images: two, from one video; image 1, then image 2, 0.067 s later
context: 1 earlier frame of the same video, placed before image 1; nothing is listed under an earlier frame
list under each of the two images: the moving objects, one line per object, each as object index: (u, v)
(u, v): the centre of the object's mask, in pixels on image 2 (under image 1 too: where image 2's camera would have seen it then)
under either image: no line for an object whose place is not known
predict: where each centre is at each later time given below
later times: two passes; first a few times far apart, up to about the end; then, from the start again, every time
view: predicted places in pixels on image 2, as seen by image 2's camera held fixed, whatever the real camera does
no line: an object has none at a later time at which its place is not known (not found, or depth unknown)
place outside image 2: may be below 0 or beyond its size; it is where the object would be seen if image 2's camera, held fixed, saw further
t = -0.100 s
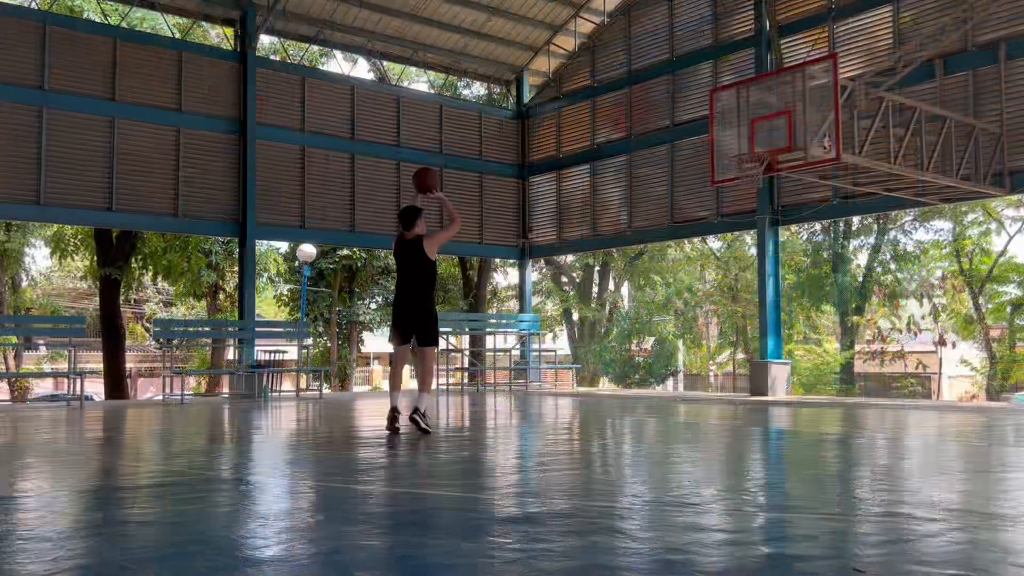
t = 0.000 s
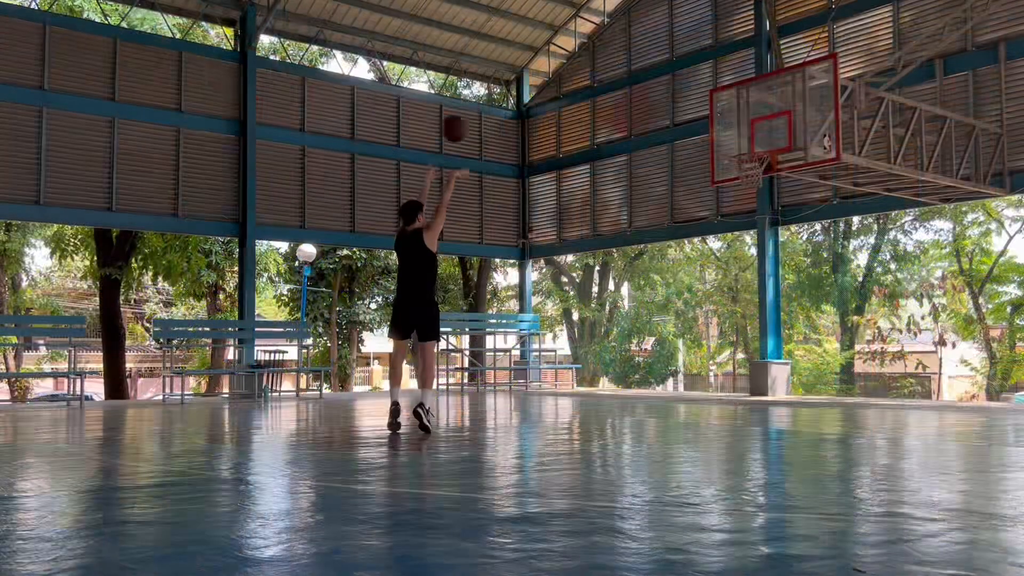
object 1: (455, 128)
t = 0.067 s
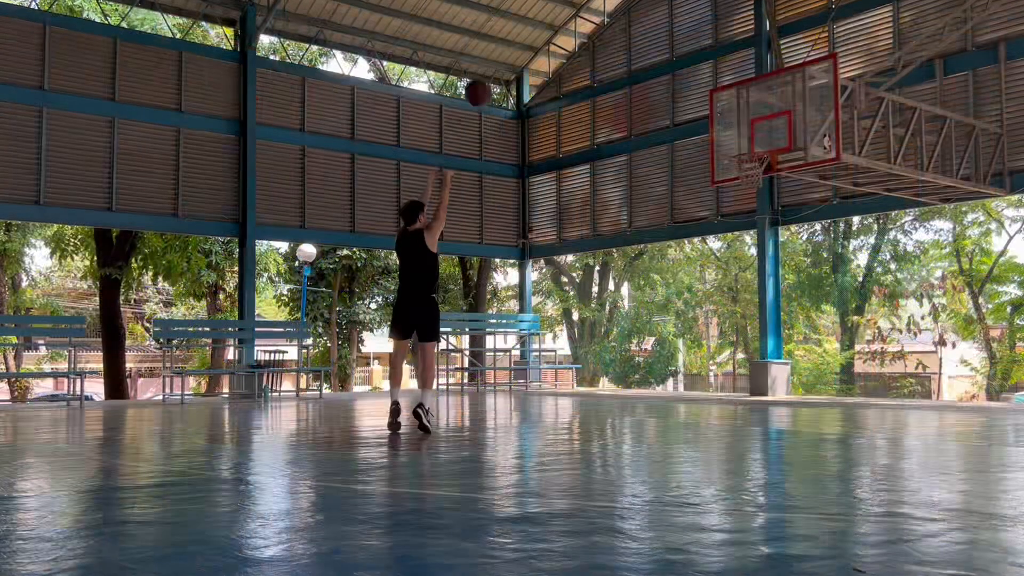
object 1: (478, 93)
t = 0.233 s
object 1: (530, 30)
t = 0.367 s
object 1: (569, 7)
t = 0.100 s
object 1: (490, 77)
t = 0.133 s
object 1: (499, 63)
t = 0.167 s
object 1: (509, 50)
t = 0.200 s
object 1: (520, 39)
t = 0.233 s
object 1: (530, 30)
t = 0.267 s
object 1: (540, 22)
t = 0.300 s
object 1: (550, 14)
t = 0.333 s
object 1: (560, 10)
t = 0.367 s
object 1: (569, 7)
